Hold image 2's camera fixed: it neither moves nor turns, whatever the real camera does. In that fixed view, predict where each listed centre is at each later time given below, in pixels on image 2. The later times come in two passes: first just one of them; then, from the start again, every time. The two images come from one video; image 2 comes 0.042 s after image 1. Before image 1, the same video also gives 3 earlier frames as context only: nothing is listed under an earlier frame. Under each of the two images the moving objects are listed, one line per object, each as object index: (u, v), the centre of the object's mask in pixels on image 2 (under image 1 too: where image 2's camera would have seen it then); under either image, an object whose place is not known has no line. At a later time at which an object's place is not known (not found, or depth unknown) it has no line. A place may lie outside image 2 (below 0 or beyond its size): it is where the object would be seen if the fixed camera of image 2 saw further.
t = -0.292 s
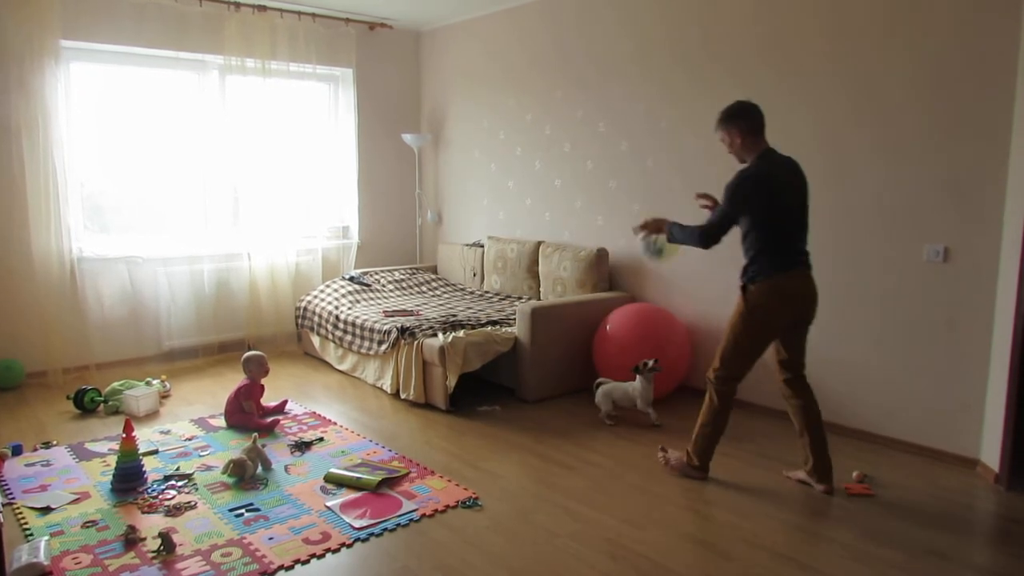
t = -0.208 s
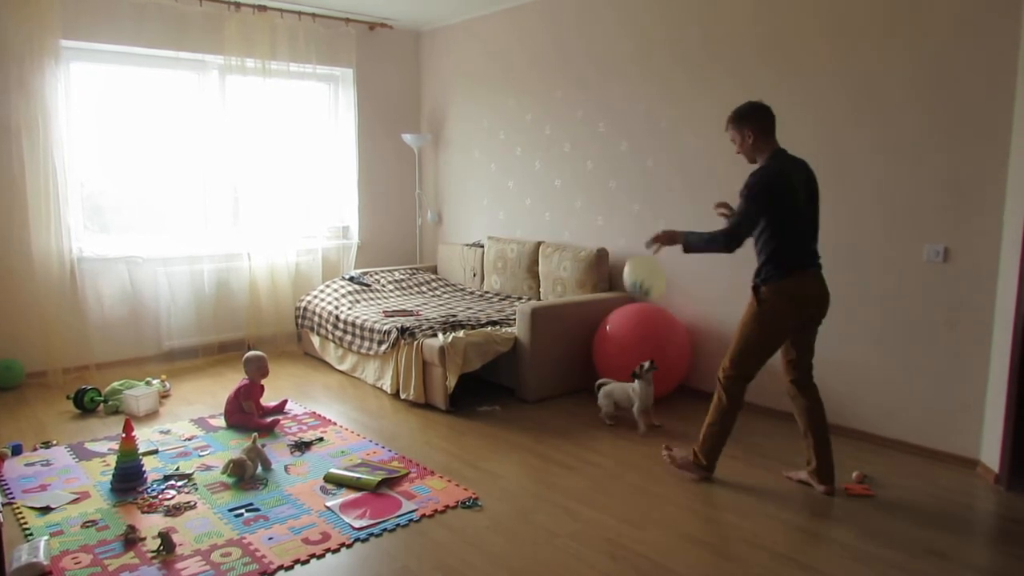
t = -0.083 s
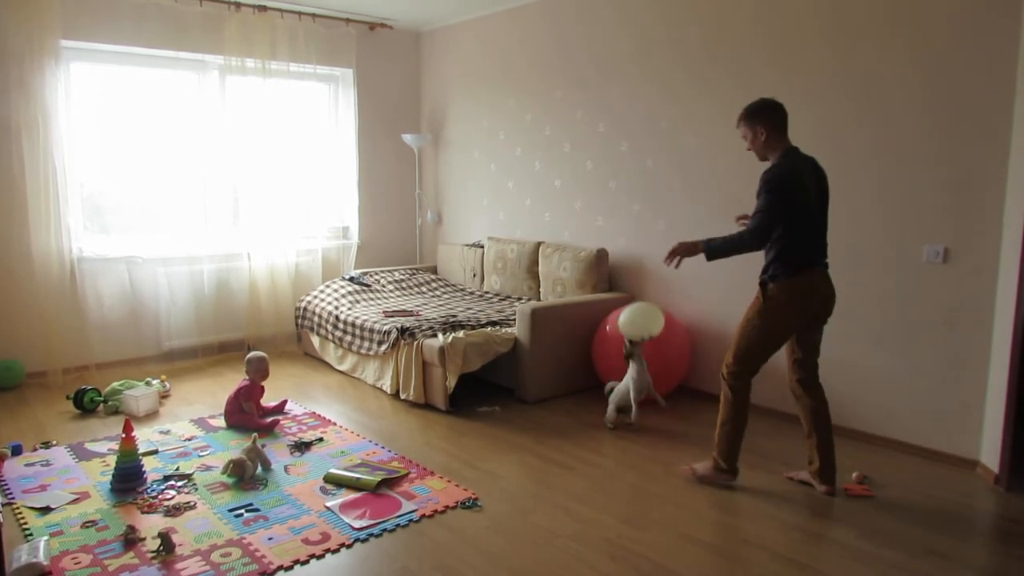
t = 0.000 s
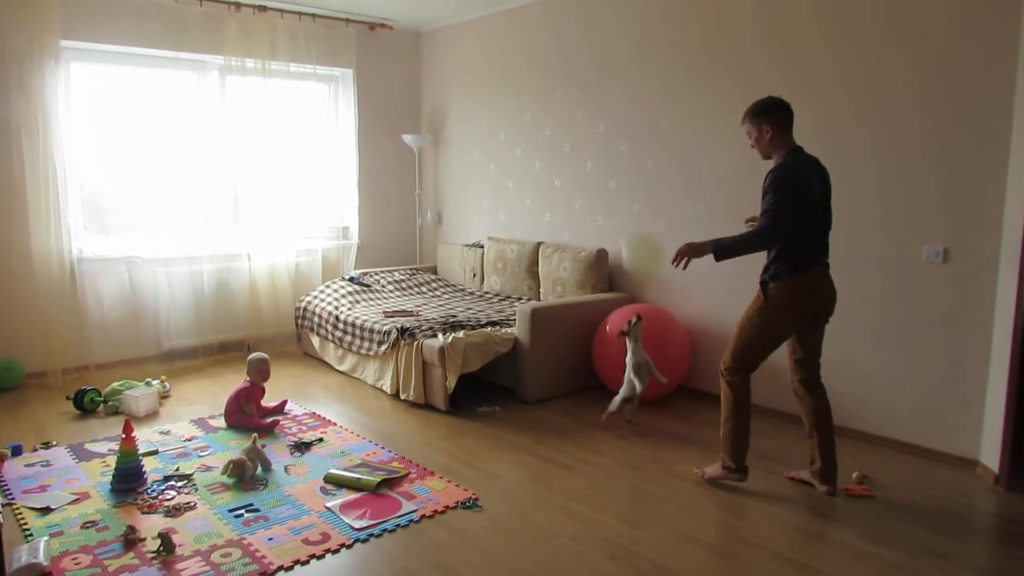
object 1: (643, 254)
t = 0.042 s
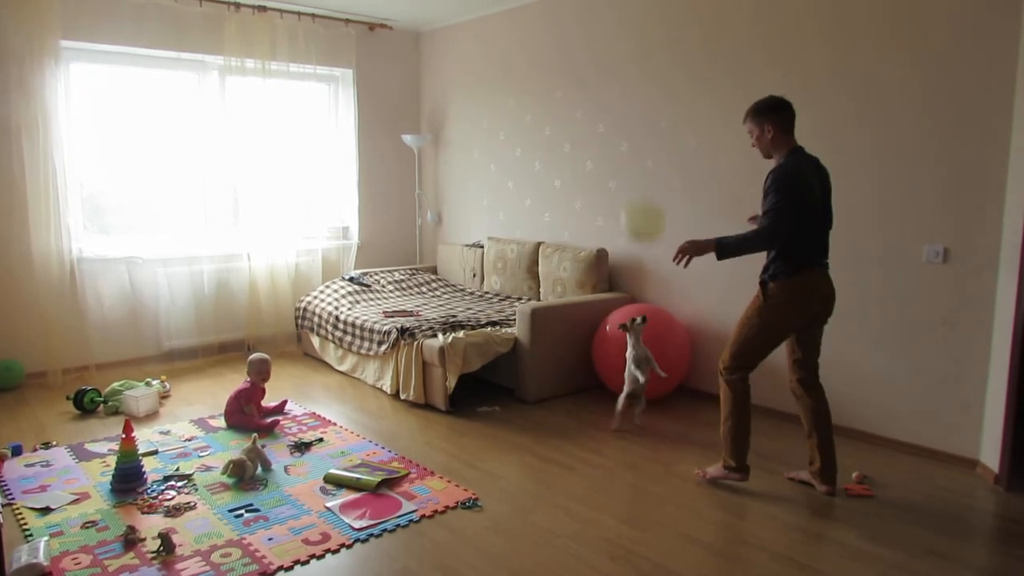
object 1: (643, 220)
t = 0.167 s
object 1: (641, 139)
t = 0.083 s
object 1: (643, 190)
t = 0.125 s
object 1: (642, 163)
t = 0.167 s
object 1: (641, 139)
